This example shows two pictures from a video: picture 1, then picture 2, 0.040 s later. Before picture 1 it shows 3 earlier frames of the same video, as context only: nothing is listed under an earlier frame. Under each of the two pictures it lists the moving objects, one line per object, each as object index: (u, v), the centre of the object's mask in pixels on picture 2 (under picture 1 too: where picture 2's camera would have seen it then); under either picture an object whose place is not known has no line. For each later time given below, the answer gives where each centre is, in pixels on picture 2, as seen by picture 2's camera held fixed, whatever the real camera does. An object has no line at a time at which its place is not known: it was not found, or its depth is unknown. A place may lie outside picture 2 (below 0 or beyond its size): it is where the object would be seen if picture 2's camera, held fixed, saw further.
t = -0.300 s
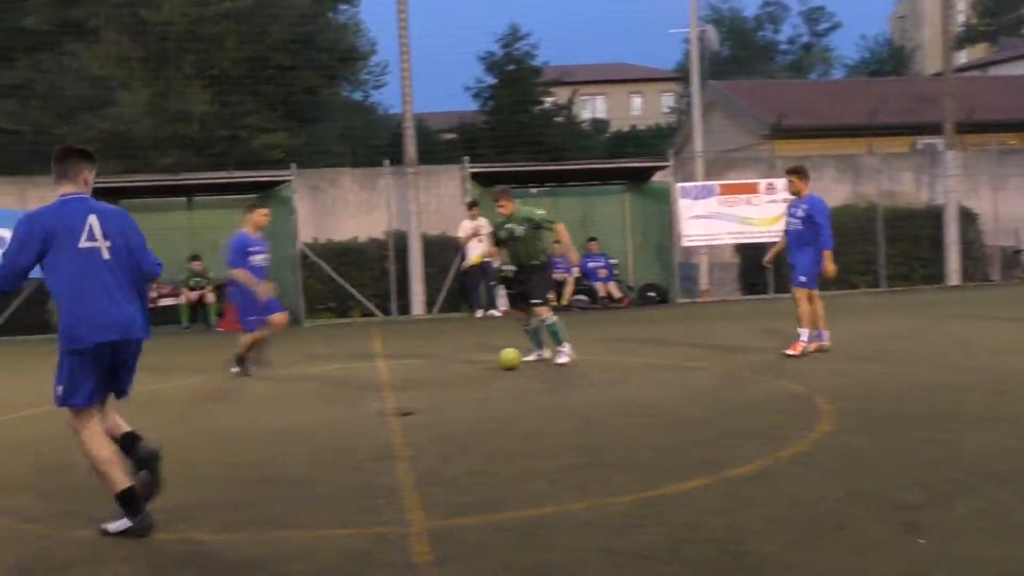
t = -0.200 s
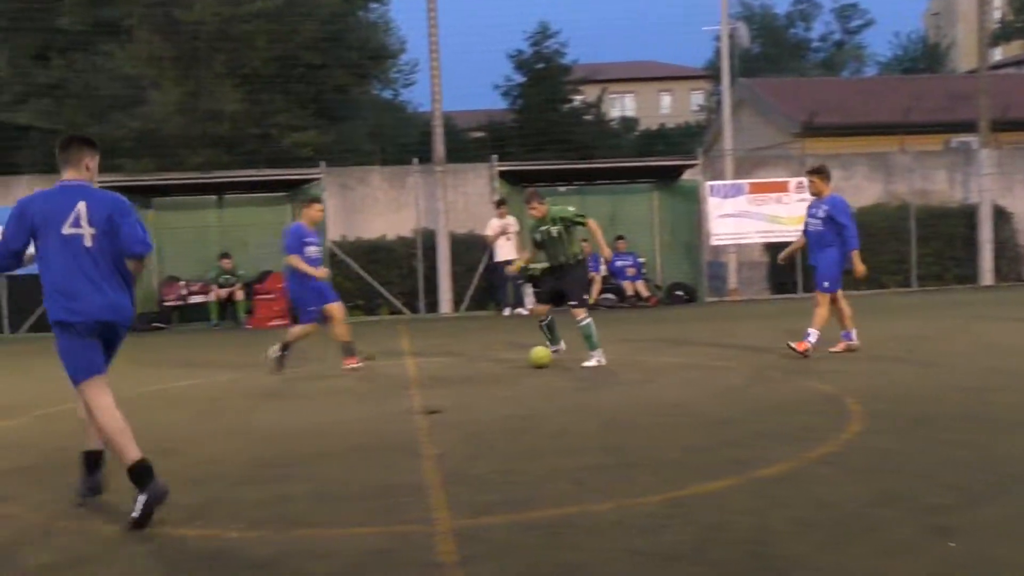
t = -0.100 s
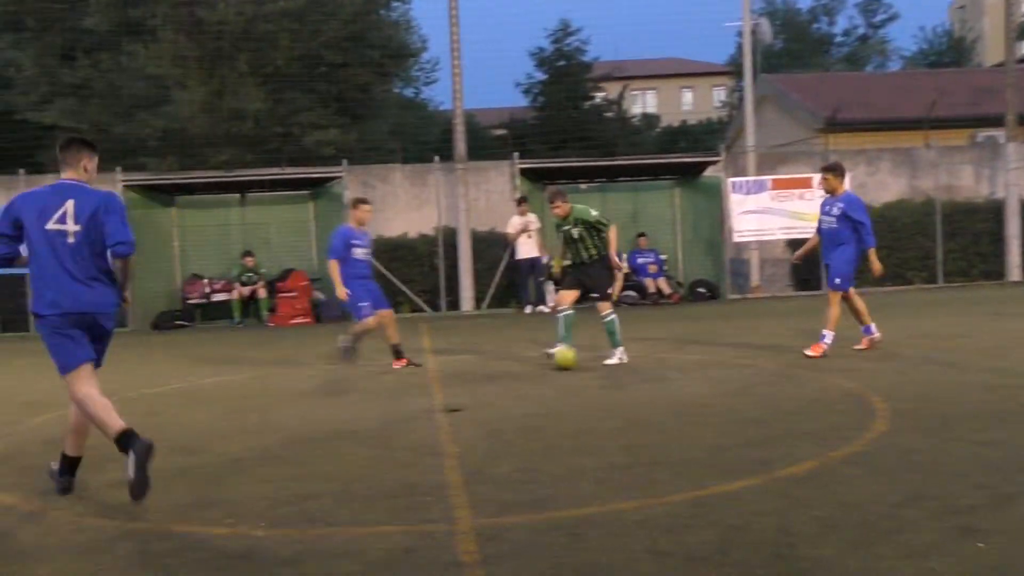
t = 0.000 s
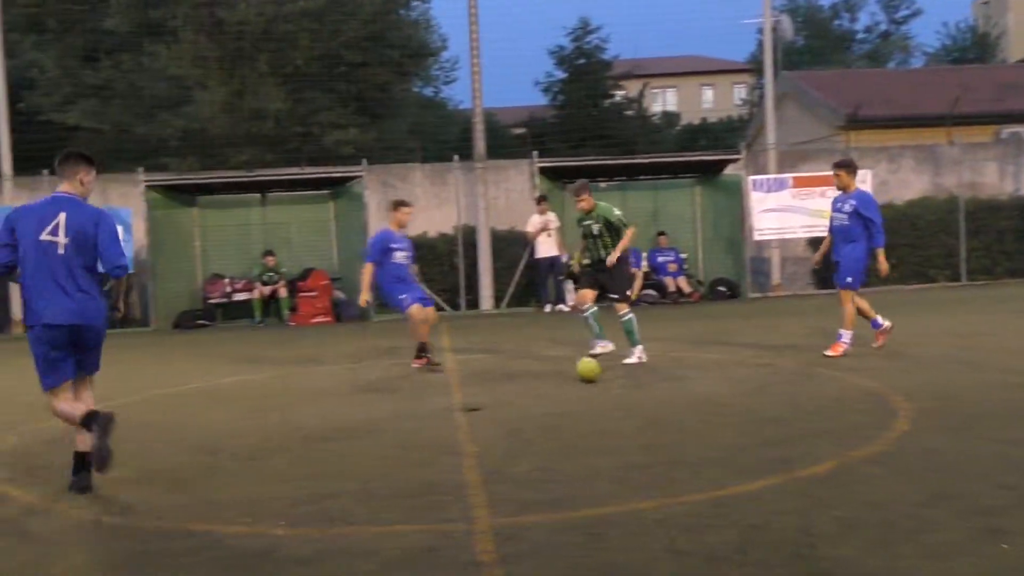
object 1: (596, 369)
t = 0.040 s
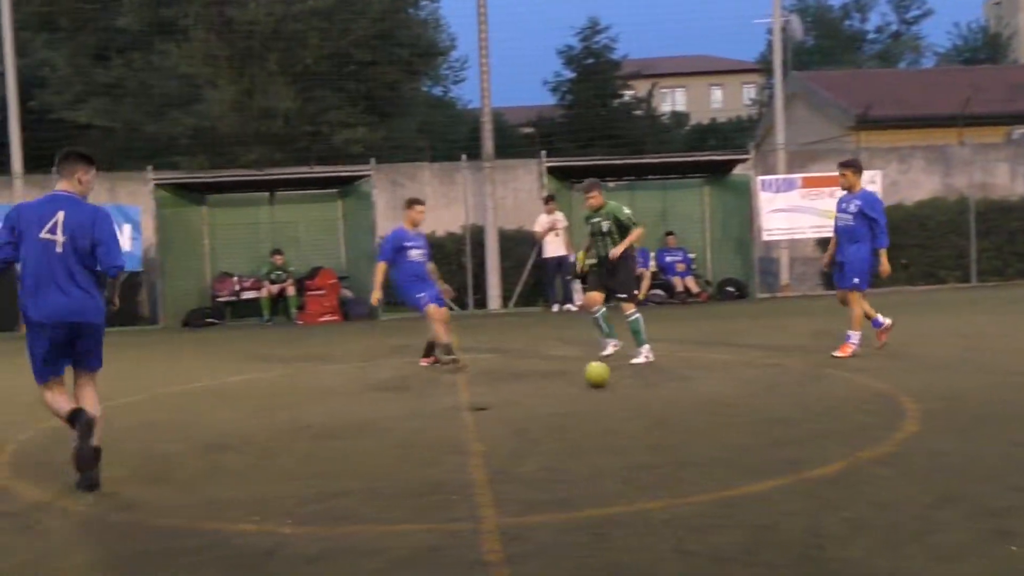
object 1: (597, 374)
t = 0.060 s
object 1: (598, 377)
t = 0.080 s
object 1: (599, 380)
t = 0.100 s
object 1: (599, 383)
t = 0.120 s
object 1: (600, 386)
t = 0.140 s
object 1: (600, 388)
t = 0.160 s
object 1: (601, 391)
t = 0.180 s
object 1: (602, 394)
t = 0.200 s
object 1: (603, 396)
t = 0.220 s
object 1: (604, 399)
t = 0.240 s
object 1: (605, 401)
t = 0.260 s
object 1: (606, 403)
